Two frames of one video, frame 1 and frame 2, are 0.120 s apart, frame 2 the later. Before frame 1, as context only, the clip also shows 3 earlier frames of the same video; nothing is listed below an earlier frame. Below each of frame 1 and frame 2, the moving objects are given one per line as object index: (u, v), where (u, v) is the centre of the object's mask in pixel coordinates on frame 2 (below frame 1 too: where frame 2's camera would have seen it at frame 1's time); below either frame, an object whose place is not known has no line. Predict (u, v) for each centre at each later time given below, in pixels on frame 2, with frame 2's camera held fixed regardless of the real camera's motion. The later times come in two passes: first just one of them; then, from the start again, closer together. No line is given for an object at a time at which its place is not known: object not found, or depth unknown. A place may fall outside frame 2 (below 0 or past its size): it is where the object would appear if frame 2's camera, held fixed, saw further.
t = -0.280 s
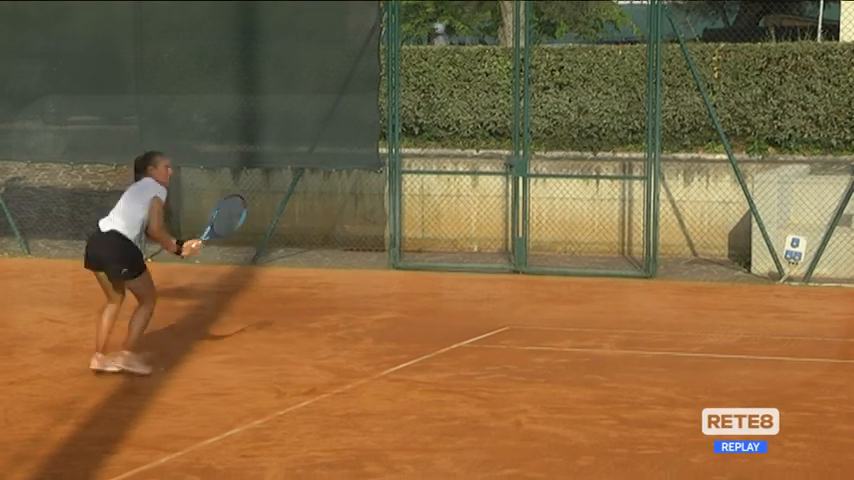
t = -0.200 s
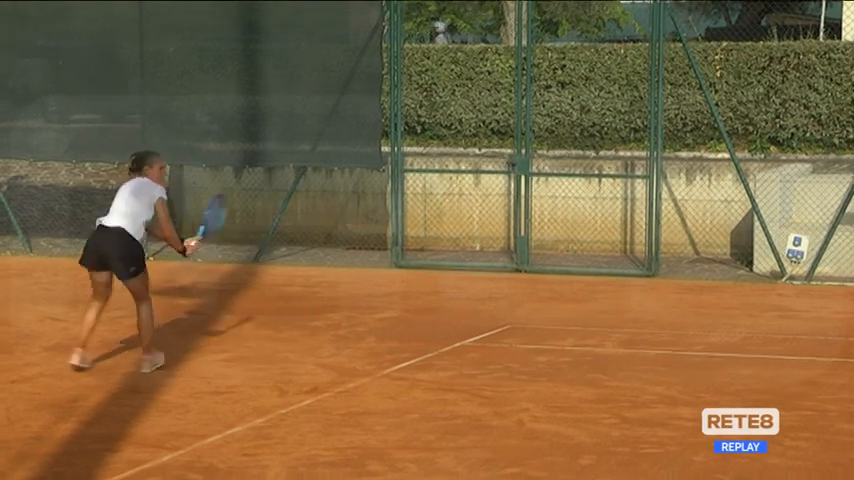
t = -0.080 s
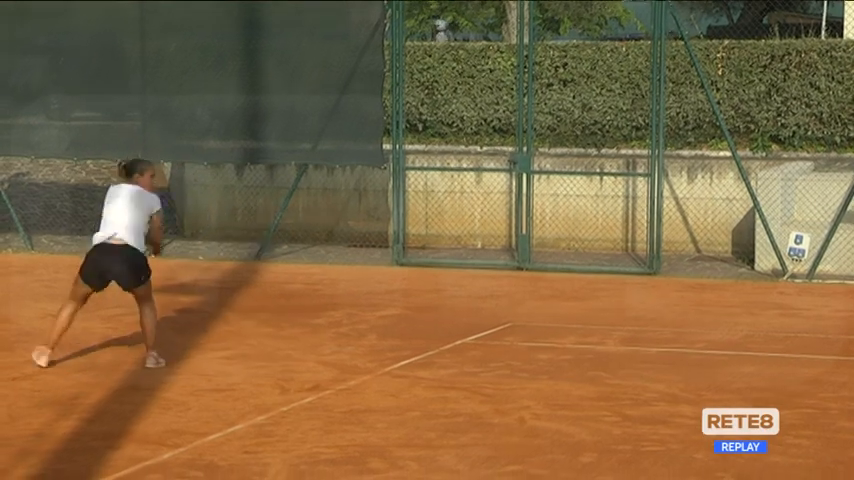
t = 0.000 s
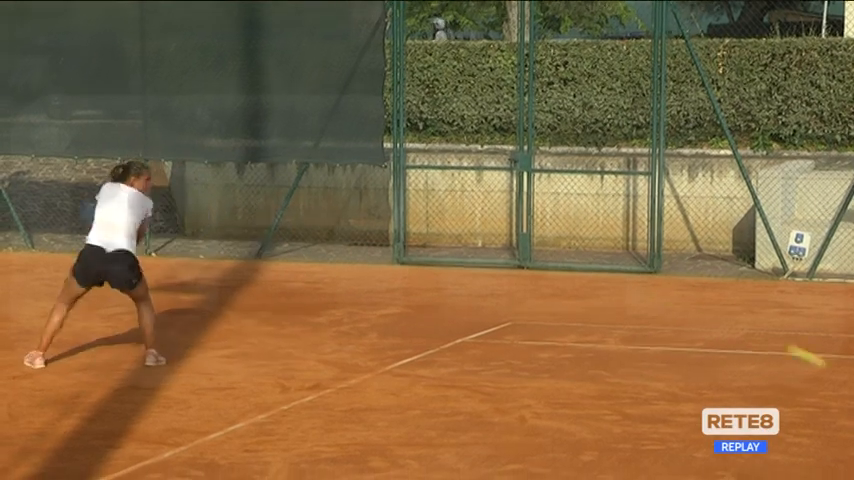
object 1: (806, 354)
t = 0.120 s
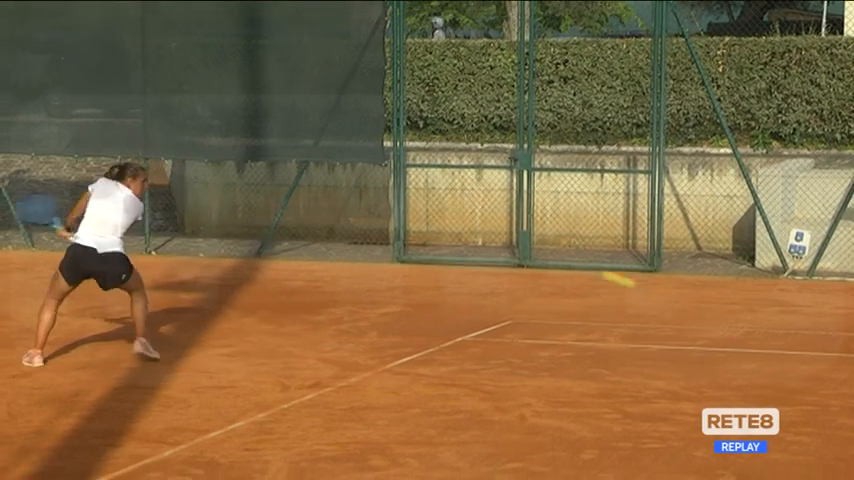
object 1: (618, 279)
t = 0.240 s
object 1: (451, 237)
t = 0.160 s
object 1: (559, 262)
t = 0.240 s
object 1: (451, 237)
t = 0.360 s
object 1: (301, 221)
